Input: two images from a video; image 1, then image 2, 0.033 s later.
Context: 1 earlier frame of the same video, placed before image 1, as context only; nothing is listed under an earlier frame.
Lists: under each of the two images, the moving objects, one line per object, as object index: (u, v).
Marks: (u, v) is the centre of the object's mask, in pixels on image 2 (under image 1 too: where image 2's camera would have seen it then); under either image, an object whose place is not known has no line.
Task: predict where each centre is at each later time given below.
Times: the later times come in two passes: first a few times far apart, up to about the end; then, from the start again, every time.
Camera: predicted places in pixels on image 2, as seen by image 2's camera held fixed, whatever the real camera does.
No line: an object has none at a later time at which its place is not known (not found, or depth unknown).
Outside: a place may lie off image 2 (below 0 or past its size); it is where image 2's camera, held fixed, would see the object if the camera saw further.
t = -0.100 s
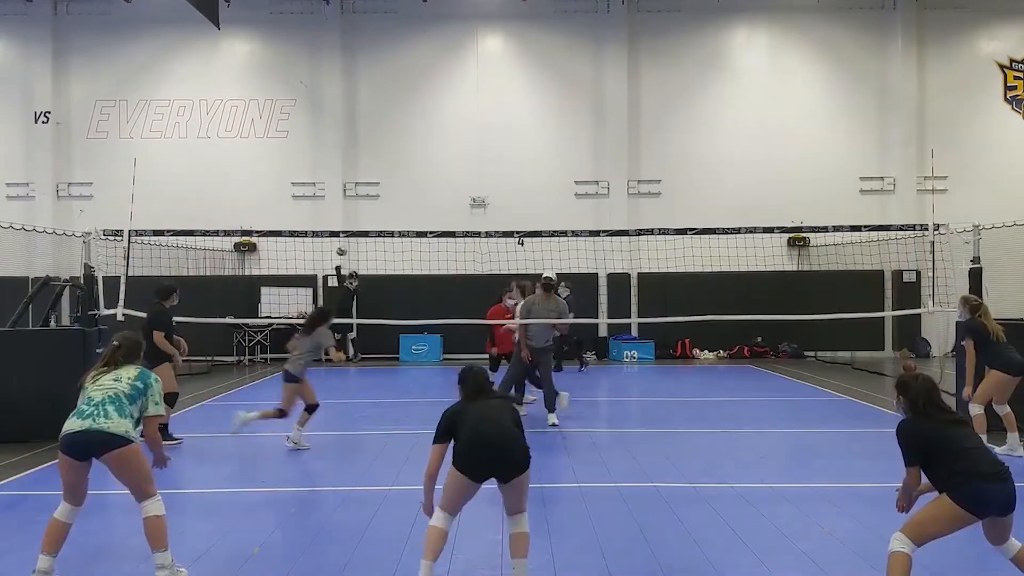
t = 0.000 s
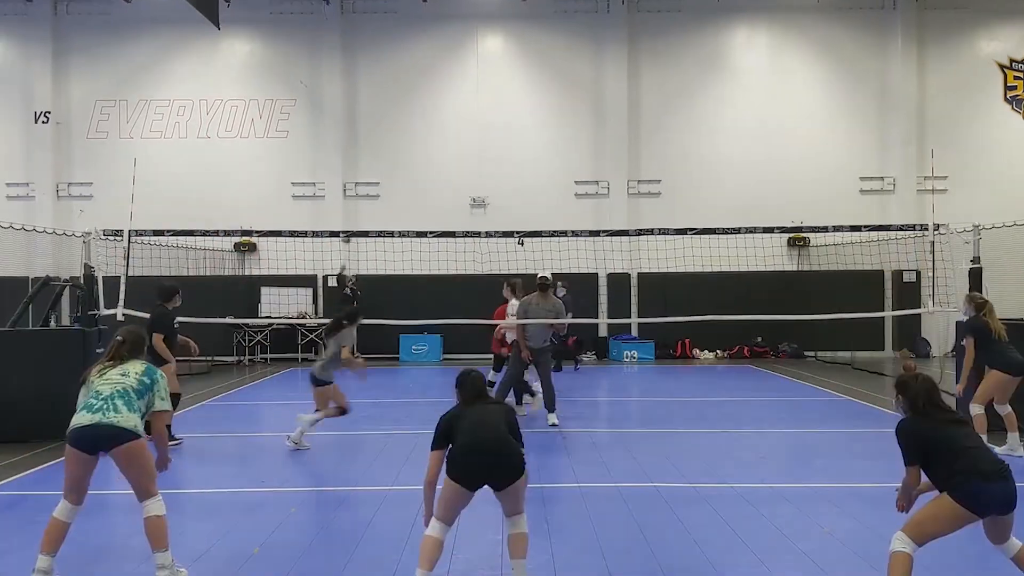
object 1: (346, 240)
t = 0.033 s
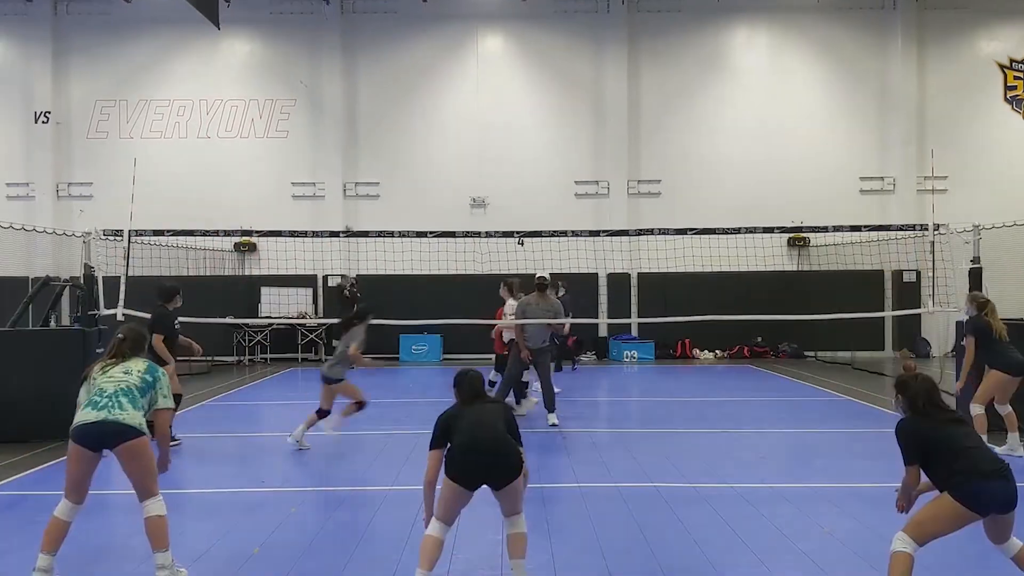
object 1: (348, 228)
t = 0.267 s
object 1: (364, 185)
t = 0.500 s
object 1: (385, 165)
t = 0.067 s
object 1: (351, 223)
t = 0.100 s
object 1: (353, 215)
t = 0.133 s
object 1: (355, 208)
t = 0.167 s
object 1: (357, 202)
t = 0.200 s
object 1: (360, 196)
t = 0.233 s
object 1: (361, 190)
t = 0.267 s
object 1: (364, 185)
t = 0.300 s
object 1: (366, 181)
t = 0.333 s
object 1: (369, 177)
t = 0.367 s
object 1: (372, 172)
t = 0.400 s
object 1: (375, 170)
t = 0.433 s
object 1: (378, 167)
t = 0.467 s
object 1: (382, 166)
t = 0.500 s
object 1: (385, 165)
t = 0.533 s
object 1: (388, 165)
